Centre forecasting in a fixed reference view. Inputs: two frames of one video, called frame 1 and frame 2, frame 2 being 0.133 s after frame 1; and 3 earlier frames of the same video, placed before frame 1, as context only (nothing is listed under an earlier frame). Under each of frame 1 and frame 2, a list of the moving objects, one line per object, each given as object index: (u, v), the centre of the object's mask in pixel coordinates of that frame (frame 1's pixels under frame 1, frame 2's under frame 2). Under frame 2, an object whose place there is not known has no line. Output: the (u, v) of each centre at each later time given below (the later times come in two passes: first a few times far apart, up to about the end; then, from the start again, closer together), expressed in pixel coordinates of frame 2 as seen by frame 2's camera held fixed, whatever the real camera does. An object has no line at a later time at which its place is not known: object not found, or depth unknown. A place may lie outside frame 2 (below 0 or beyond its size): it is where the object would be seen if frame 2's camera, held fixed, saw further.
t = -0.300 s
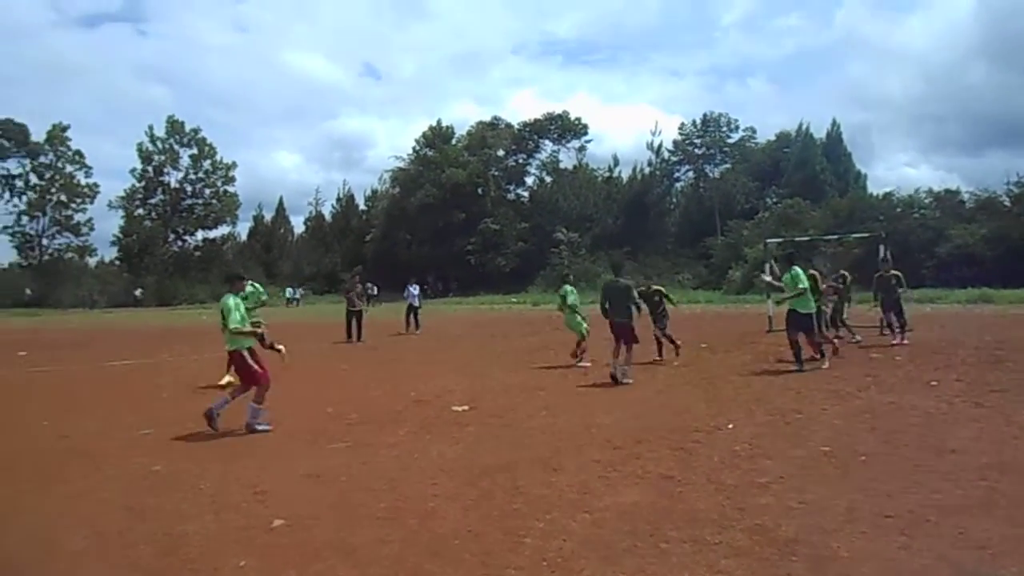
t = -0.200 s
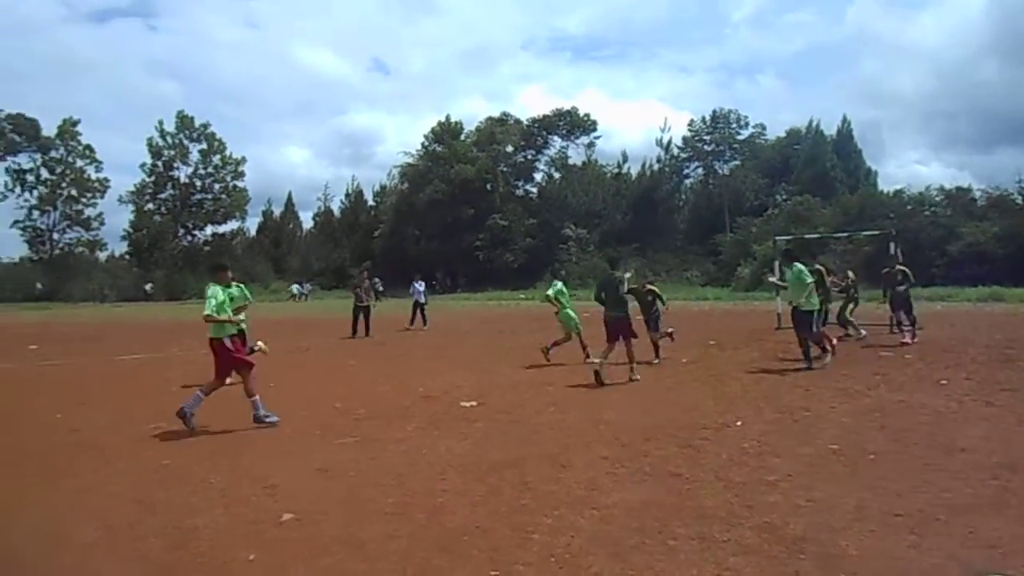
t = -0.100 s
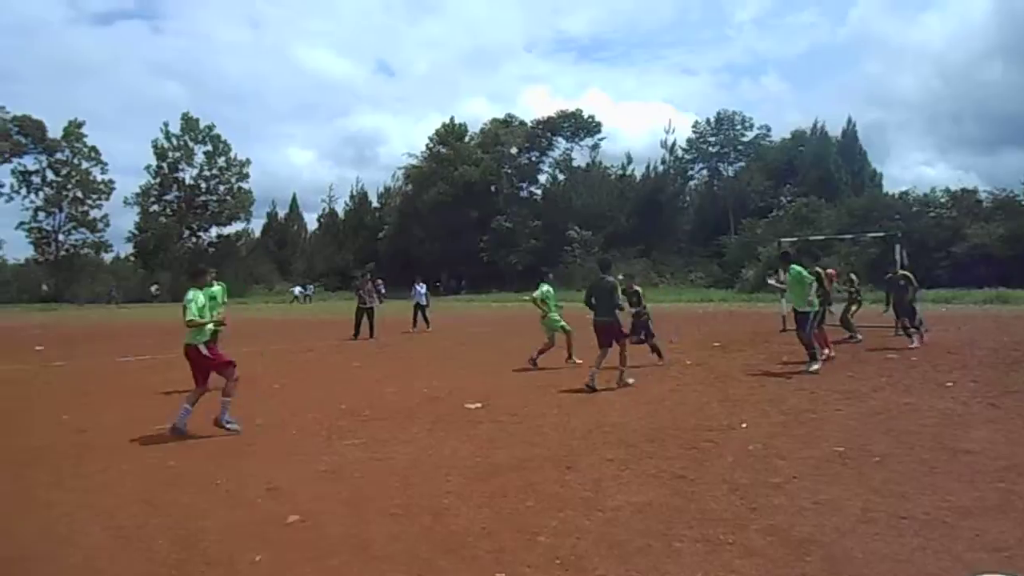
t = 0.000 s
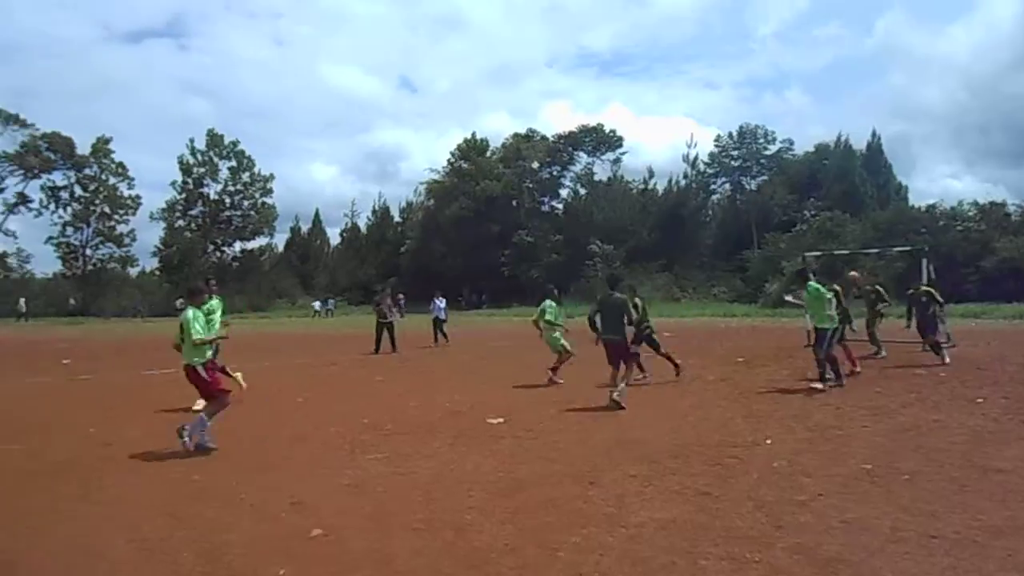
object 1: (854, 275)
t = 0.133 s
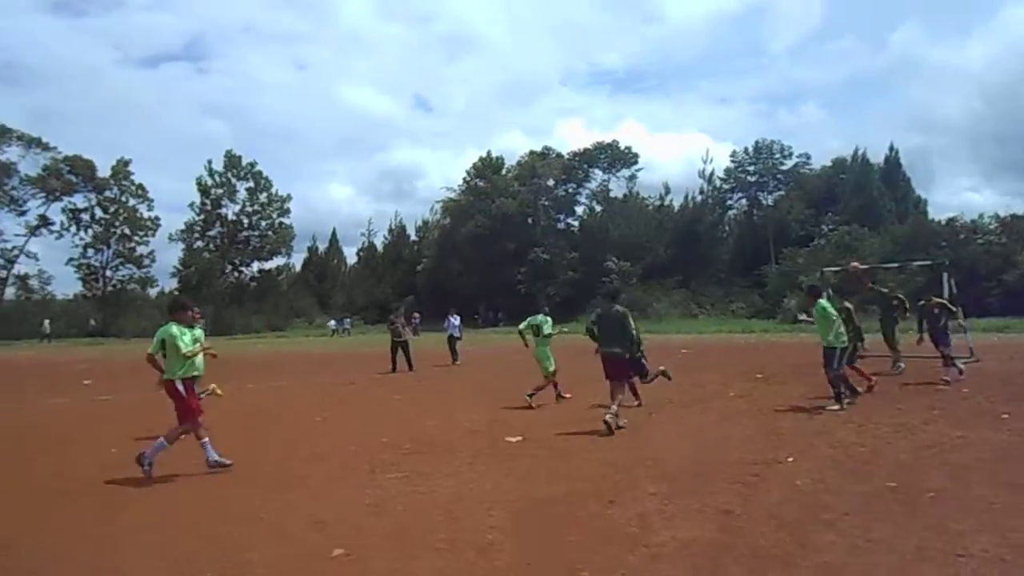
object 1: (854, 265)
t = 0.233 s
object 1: (839, 253)
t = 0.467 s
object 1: (796, 242)
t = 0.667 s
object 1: (747, 264)
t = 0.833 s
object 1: (698, 314)
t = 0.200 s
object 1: (845, 257)
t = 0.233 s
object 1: (839, 253)
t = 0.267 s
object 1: (834, 249)
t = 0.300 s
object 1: (828, 246)
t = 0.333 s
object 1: (822, 244)
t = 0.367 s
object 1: (816, 243)
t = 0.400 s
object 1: (809, 242)
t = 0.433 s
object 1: (802, 241)
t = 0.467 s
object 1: (796, 242)
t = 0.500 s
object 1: (788, 245)
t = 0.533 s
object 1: (781, 247)
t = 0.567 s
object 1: (772, 249)
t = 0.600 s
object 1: (764, 254)
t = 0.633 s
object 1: (758, 259)
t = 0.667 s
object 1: (747, 264)
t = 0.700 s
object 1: (738, 272)
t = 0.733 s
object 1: (729, 280)
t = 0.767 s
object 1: (719, 289)
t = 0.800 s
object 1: (709, 300)
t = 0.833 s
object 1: (698, 314)
